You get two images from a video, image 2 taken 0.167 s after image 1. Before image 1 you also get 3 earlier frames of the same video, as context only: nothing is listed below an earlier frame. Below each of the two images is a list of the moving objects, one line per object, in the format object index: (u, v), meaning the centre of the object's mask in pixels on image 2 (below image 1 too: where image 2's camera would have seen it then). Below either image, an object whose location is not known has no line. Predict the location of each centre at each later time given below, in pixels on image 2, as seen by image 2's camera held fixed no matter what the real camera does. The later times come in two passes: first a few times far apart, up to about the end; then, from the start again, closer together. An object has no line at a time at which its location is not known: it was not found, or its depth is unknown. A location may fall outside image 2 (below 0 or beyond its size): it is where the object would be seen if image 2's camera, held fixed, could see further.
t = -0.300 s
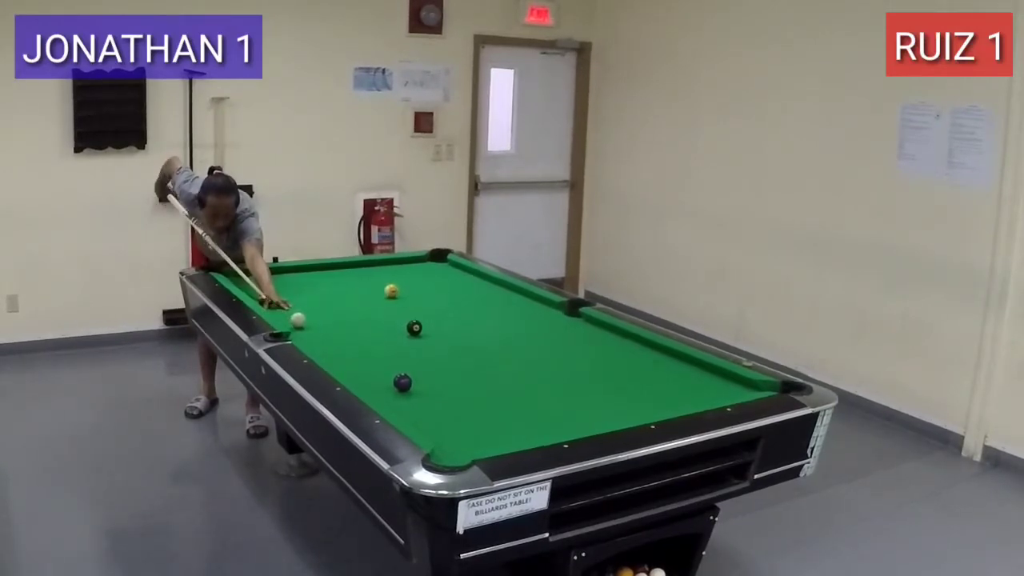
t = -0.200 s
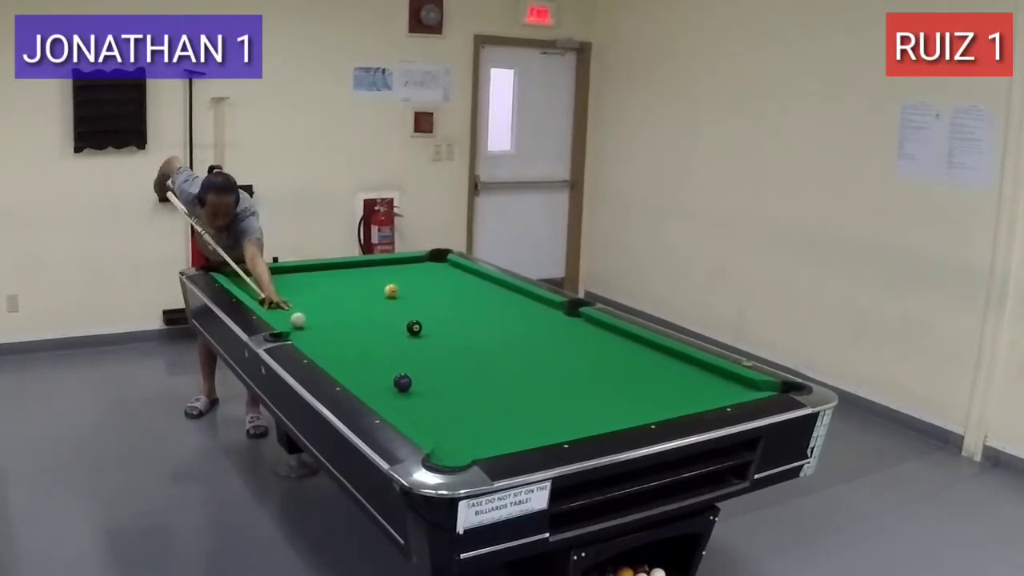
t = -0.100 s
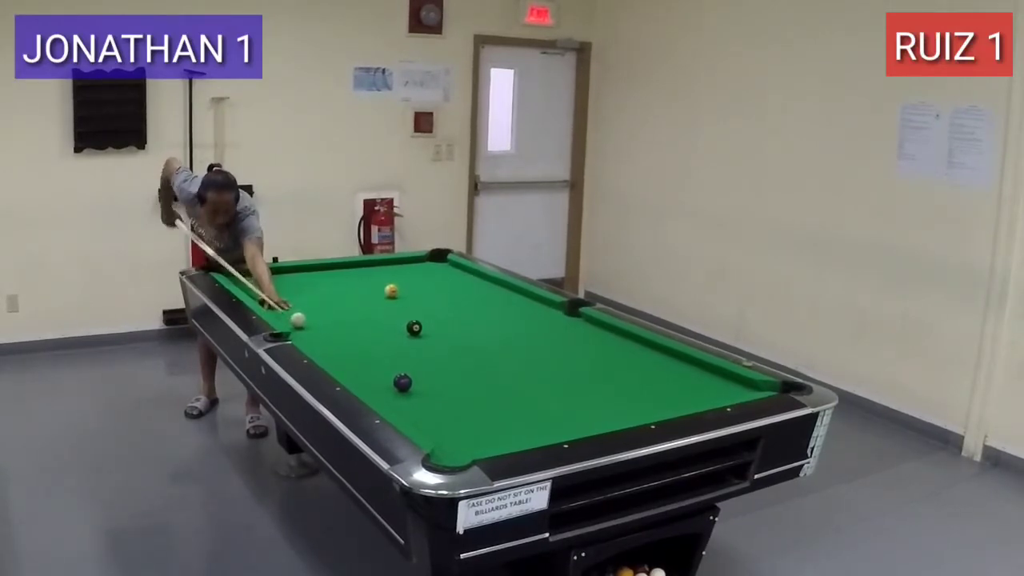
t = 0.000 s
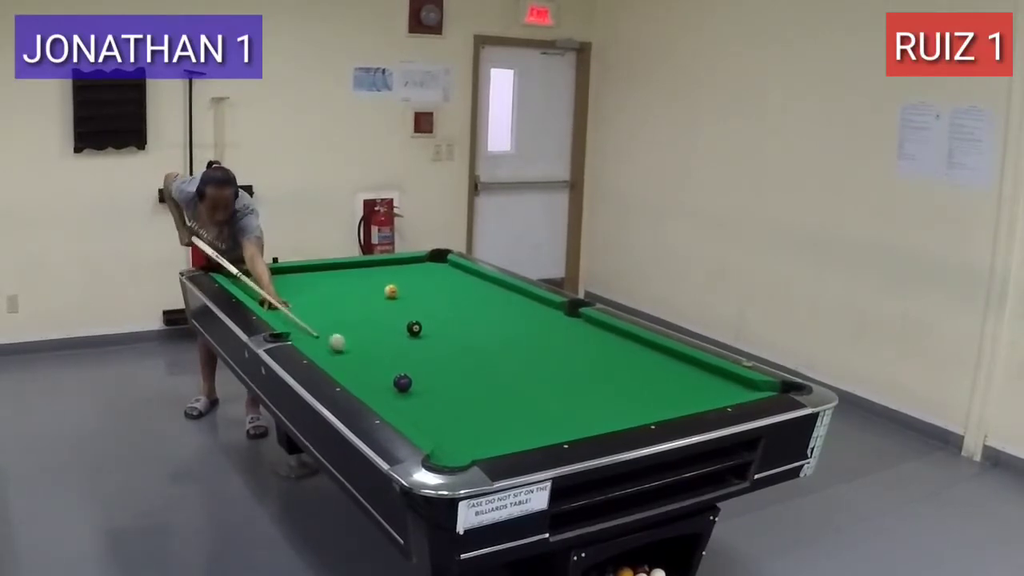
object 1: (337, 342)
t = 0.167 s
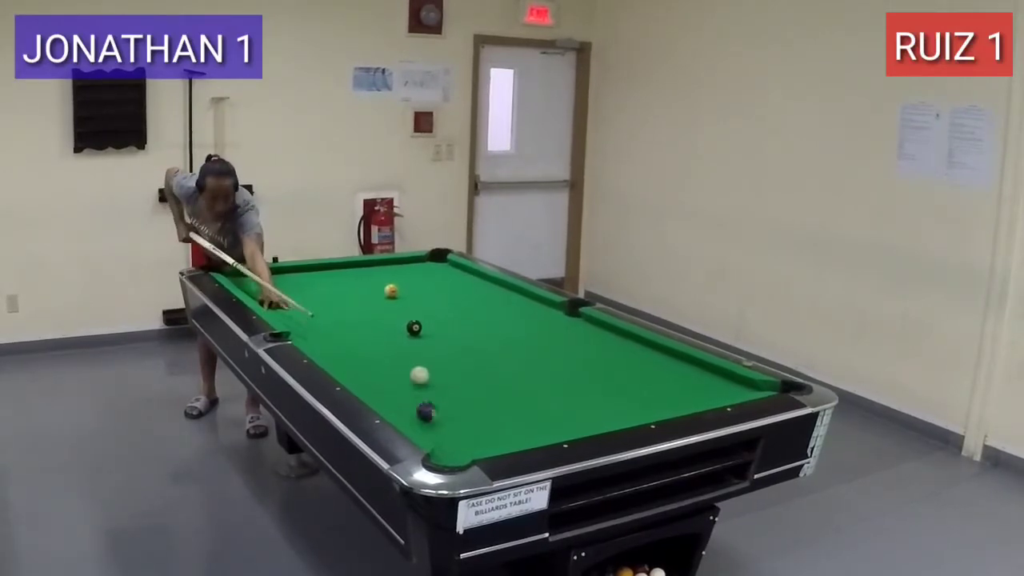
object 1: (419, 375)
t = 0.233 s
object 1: (437, 375)
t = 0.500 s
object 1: (480, 366)
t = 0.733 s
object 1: (512, 359)
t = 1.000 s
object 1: (544, 351)
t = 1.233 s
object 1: (569, 345)
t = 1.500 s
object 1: (594, 339)
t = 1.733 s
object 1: (613, 334)
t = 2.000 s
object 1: (609, 332)
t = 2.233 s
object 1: (595, 332)
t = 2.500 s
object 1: (581, 332)
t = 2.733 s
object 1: (571, 332)
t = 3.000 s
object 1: (563, 333)
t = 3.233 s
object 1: (556, 333)
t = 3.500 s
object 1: (551, 333)
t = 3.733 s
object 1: (549, 334)
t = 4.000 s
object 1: (548, 334)
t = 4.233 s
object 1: (548, 334)
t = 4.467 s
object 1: (548, 334)
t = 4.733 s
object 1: (548, 334)
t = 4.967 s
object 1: (548, 334)
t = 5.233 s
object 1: (548, 334)
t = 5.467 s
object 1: (548, 334)
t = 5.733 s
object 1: (548, 334)
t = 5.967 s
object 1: (548, 334)
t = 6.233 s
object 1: (548, 334)
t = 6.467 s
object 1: (548, 334)
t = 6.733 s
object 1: (548, 334)
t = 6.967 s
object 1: (548, 334)
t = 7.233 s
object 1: (548, 334)
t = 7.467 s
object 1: (548, 334)
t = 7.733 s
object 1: (548, 334)
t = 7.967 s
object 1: (548, 334)
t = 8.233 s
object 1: (548, 334)
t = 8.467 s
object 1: (548, 334)
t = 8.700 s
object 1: (548, 334)
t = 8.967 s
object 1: (548, 334)
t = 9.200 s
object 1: (548, 334)
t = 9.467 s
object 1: (548, 334)
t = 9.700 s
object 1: (548, 334)
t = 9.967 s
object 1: (548, 334)
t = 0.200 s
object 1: (429, 375)
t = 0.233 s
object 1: (437, 375)
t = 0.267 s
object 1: (444, 374)
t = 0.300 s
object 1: (450, 373)
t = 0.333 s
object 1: (456, 372)
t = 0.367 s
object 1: (461, 371)
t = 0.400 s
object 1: (466, 369)
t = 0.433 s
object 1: (471, 368)
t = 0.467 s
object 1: (475, 367)
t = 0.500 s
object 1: (480, 366)
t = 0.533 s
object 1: (485, 365)
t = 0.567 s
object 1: (490, 364)
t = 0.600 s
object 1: (494, 362)
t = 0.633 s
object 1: (499, 362)
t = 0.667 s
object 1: (503, 361)
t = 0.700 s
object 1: (508, 360)
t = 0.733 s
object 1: (512, 359)
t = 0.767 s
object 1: (516, 358)
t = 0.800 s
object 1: (520, 357)
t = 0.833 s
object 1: (524, 356)
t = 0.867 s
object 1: (528, 355)
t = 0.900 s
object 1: (532, 354)
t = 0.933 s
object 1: (536, 353)
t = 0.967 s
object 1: (540, 352)
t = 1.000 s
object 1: (544, 351)
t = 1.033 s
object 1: (547, 350)
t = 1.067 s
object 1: (551, 350)
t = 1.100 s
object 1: (555, 349)
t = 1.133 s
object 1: (558, 348)
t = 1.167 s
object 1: (562, 347)
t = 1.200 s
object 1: (565, 346)
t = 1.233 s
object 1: (569, 345)
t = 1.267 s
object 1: (572, 345)
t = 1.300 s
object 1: (575, 344)
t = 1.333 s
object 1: (578, 343)
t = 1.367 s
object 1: (582, 342)
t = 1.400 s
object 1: (585, 342)
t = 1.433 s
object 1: (588, 341)
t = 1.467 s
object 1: (591, 340)
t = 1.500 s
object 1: (594, 339)
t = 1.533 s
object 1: (597, 339)
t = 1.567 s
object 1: (599, 338)
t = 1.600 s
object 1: (603, 337)
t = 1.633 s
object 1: (605, 336)
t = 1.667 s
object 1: (608, 336)
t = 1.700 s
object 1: (610, 335)
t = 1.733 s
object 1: (613, 334)
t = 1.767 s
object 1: (616, 334)
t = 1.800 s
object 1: (618, 333)
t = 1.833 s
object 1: (620, 332)
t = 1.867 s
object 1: (618, 332)
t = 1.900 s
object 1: (615, 332)
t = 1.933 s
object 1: (613, 332)
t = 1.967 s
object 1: (611, 332)
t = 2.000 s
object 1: (609, 332)
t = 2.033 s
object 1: (607, 332)
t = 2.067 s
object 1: (605, 332)
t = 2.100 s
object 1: (603, 332)
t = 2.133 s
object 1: (601, 332)
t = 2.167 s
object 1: (599, 332)
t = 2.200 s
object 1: (597, 332)
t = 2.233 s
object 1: (595, 332)
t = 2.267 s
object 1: (593, 332)
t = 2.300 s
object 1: (591, 332)
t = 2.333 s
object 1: (589, 332)
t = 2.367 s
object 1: (588, 332)
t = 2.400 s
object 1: (586, 332)
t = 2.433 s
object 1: (584, 332)
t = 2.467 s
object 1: (583, 332)
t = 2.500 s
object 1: (581, 332)
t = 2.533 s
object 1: (579, 332)
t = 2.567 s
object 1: (578, 332)
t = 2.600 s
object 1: (576, 332)
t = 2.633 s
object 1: (575, 332)
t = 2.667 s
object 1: (573, 333)
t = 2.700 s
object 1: (572, 332)
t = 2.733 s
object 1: (571, 332)
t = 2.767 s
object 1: (569, 332)
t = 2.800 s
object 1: (568, 332)
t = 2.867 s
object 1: (567, 333)
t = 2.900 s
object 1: (566, 333)
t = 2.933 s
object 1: (565, 333)
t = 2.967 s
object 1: (563, 333)
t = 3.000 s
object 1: (563, 333)
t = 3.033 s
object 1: (561, 333)
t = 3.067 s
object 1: (561, 333)
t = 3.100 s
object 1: (560, 333)
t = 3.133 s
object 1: (559, 333)
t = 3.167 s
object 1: (558, 333)
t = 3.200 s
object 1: (557, 333)
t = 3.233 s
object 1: (556, 333)
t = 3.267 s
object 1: (555, 333)
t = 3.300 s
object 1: (555, 333)
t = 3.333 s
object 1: (554, 333)
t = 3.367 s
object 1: (553, 333)
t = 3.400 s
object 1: (553, 333)
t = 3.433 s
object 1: (552, 333)
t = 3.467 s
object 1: (552, 333)
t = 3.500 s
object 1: (551, 333)
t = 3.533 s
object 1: (551, 333)
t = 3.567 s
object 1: (550, 333)
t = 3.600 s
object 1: (550, 333)
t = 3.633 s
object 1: (550, 333)
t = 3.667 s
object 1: (549, 333)
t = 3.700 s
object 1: (549, 334)
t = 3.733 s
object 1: (549, 334)
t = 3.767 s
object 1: (549, 334)
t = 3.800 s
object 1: (549, 334)
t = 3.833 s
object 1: (549, 334)
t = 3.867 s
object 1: (549, 334)
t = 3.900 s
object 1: (549, 334)
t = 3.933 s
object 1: (549, 334)
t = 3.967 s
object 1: (548, 334)
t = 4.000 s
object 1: (548, 334)
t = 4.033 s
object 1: (548, 334)
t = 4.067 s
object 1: (548, 334)
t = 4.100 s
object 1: (548, 334)
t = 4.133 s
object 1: (548, 334)
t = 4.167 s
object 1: (548, 334)
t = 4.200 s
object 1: (548, 334)
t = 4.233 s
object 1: (548, 334)
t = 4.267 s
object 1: (548, 334)
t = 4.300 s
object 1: (548, 334)
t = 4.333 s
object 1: (548, 334)
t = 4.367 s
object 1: (548, 334)
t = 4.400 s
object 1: (548, 334)
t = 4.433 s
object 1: (548, 334)
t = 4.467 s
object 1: (548, 334)
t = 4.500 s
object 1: (548, 334)
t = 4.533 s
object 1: (548, 334)
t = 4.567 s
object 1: (548, 334)
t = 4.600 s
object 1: (548, 334)
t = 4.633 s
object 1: (548, 334)
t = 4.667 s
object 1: (548, 334)
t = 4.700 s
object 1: (548, 334)
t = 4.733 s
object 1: (548, 334)
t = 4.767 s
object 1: (548, 334)
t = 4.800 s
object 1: (548, 334)
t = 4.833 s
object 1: (548, 334)
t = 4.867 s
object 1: (548, 334)
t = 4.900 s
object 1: (548, 334)
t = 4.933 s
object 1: (548, 334)
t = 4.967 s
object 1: (548, 334)
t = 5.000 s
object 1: (548, 334)
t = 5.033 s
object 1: (548, 334)
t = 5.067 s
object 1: (548, 334)
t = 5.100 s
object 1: (548, 334)
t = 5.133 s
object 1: (548, 334)
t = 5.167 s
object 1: (548, 334)
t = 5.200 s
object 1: (548, 334)
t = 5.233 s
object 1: (548, 334)
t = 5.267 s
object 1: (548, 334)
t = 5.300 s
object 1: (548, 334)
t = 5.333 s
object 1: (548, 334)
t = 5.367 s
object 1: (548, 334)
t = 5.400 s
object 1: (548, 334)
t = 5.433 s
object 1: (548, 334)
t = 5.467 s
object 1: (548, 334)
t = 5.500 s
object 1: (548, 334)
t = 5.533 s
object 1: (548, 334)
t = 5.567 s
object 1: (548, 334)
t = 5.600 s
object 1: (548, 334)
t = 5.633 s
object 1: (548, 334)
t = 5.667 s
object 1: (548, 334)
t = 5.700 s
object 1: (548, 334)
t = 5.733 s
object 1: (548, 334)
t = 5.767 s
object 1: (548, 334)
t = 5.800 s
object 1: (548, 334)
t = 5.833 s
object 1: (548, 334)
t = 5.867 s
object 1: (548, 334)
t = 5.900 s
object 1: (548, 334)
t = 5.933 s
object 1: (548, 334)
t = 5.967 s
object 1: (548, 334)
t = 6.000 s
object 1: (548, 334)
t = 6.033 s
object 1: (548, 334)
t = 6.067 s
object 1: (548, 334)
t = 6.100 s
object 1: (548, 334)
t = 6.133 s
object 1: (548, 334)
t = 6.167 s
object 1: (548, 334)
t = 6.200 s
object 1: (548, 334)
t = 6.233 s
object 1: (548, 334)
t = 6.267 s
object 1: (548, 334)
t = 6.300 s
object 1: (548, 334)
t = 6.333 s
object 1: (548, 334)
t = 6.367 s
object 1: (548, 334)
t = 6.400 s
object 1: (548, 334)
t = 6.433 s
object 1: (548, 334)
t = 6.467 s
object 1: (548, 334)
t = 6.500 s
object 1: (548, 334)
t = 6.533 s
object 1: (548, 334)
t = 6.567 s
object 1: (548, 334)
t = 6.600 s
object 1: (548, 334)
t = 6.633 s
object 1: (548, 334)
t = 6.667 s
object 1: (548, 334)
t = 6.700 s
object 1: (548, 334)
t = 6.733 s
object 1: (548, 334)
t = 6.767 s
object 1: (548, 334)
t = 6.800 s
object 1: (548, 334)
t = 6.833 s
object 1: (548, 334)
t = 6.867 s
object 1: (548, 334)
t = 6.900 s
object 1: (548, 334)
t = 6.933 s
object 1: (548, 334)
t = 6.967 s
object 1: (548, 334)
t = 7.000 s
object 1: (548, 334)
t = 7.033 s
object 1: (548, 334)
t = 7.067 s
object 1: (548, 334)
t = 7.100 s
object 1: (548, 334)
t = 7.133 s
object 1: (548, 334)
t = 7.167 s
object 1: (548, 334)
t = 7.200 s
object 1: (548, 334)
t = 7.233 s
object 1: (548, 334)
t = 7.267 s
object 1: (548, 334)
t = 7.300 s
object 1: (548, 334)
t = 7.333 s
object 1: (548, 334)
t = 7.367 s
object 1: (548, 334)
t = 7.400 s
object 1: (548, 334)
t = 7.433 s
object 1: (548, 334)
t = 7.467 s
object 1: (548, 334)
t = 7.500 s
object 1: (548, 334)
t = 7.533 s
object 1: (548, 334)
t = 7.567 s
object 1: (548, 334)
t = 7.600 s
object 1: (548, 334)
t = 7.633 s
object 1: (548, 334)
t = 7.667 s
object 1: (548, 334)
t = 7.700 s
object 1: (548, 334)
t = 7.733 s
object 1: (548, 334)
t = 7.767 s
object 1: (548, 334)
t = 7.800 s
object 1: (548, 334)
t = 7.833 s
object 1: (548, 334)
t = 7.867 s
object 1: (548, 334)
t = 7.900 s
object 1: (548, 334)
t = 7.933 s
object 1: (548, 334)
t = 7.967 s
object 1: (548, 334)
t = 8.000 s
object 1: (548, 334)
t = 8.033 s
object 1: (548, 334)
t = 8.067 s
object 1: (548, 334)
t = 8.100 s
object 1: (548, 334)
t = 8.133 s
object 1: (548, 334)
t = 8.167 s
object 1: (548, 334)
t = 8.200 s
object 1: (548, 334)
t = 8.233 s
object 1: (548, 334)
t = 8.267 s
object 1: (548, 334)
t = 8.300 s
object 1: (548, 334)
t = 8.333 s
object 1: (548, 334)
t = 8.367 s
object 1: (548, 334)
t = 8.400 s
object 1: (548, 334)
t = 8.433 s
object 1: (548, 334)
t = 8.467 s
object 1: (548, 334)
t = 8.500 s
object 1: (548, 334)
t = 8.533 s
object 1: (548, 334)
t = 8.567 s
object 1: (548, 334)
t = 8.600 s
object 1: (548, 334)
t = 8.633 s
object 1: (548, 334)
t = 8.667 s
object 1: (548, 334)
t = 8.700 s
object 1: (548, 334)
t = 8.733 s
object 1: (548, 334)
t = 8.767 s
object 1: (548, 334)
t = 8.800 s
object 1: (548, 334)
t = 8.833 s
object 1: (548, 334)
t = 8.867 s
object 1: (548, 334)
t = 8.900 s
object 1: (548, 334)
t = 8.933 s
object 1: (548, 334)
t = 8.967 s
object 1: (548, 334)
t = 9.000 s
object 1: (548, 334)
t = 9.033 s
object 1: (548, 334)
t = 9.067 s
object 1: (548, 334)
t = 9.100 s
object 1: (548, 334)
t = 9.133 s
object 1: (548, 334)
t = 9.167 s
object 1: (548, 334)
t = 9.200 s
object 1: (548, 334)
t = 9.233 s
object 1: (548, 334)
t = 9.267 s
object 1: (548, 334)
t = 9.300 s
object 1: (548, 334)
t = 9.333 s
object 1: (548, 334)
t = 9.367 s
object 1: (548, 334)
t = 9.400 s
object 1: (548, 334)
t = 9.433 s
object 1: (548, 334)
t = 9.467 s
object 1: (548, 334)
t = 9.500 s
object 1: (548, 334)
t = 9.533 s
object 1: (548, 334)
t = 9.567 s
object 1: (548, 334)
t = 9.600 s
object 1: (548, 334)
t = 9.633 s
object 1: (548, 334)
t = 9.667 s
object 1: (548, 334)
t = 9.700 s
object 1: (548, 334)
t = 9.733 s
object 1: (548, 334)
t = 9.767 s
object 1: (548, 334)
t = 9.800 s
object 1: (548, 334)
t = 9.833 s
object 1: (548, 334)
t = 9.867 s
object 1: (548, 334)
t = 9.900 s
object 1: (548, 334)
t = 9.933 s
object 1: (548, 334)
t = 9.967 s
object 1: (548, 334)
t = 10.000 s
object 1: (548, 334)
